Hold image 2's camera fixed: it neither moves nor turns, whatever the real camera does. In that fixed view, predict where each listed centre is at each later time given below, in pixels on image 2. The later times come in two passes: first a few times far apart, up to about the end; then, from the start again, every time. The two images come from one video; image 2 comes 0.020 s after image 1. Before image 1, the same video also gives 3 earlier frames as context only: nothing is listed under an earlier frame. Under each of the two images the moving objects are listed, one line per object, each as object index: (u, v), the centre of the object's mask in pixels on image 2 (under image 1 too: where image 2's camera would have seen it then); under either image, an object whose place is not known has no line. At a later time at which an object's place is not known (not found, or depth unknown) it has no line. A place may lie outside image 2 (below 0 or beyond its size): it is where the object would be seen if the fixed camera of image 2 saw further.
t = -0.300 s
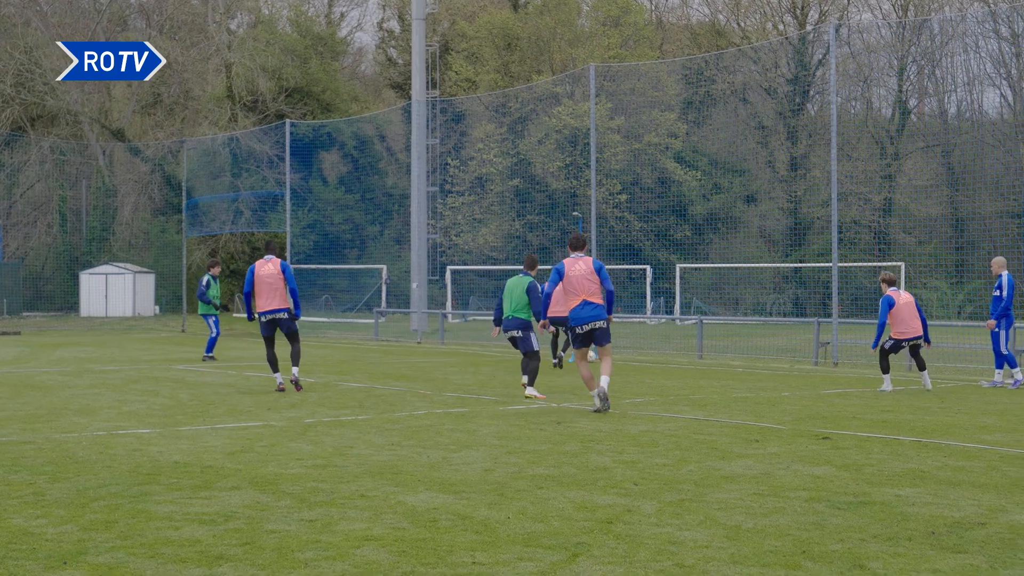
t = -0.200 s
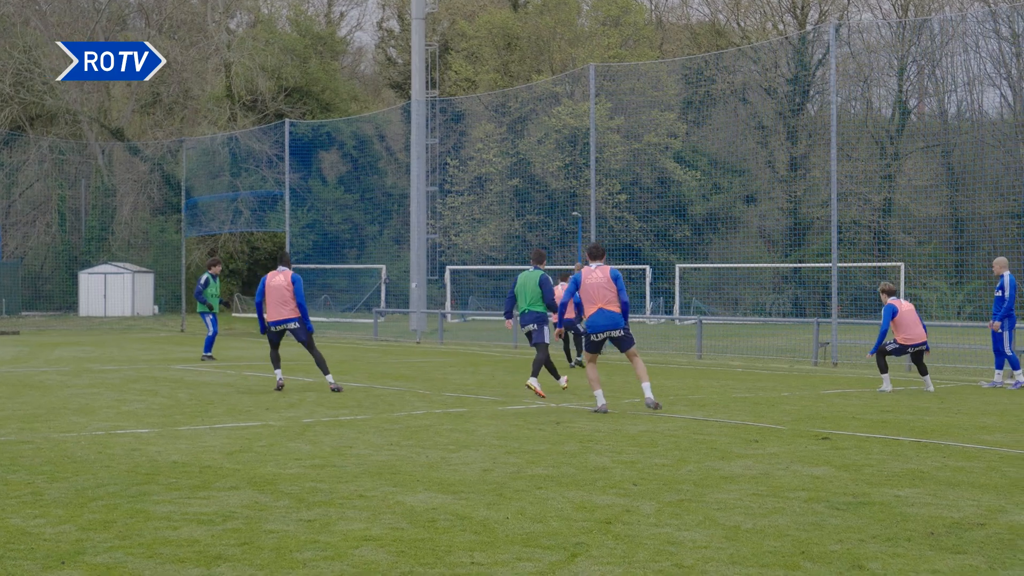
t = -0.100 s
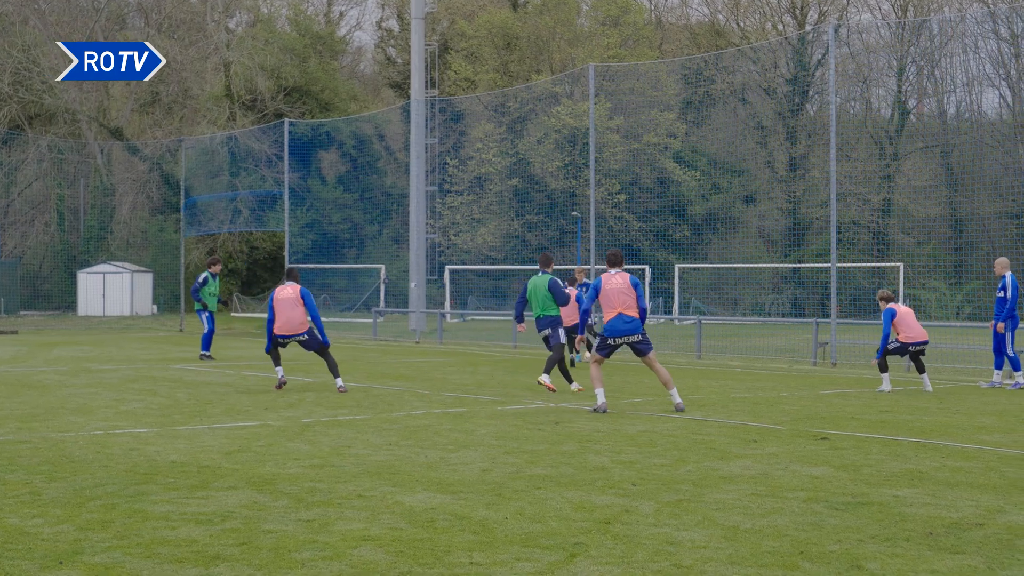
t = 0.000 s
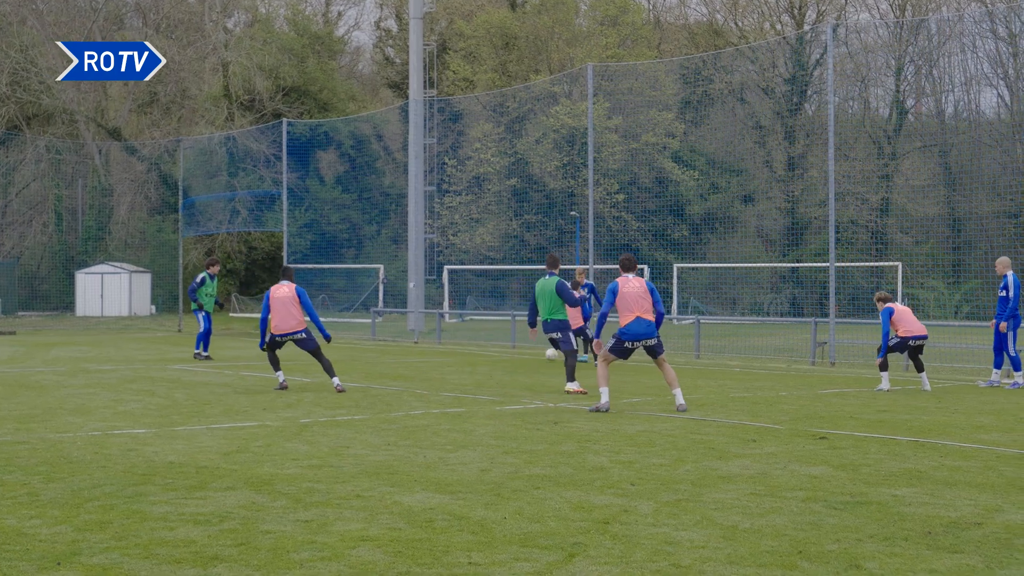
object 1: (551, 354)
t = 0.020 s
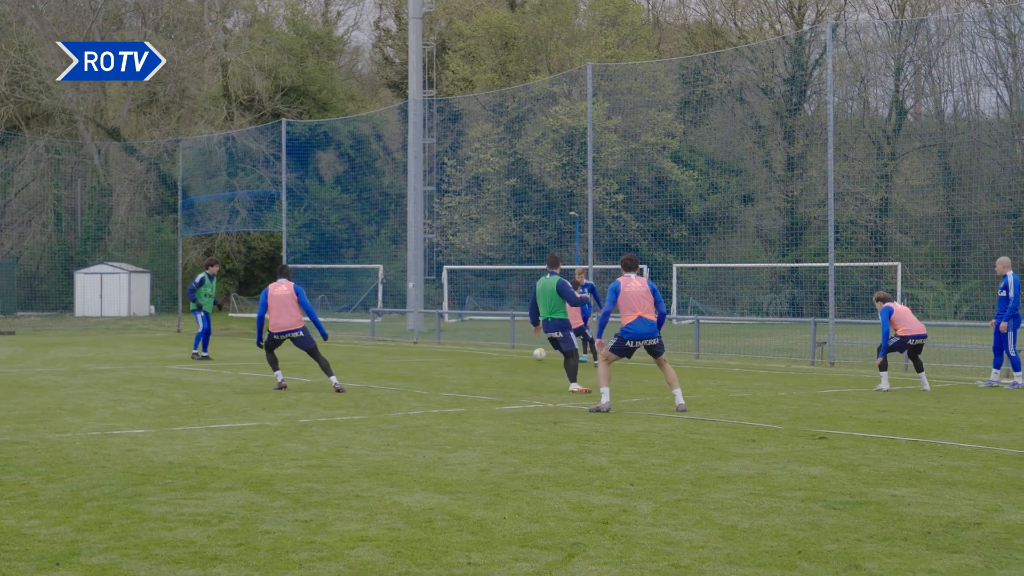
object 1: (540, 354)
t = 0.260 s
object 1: (405, 356)
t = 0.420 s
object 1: (329, 355)
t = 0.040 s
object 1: (528, 354)
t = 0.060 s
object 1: (516, 354)
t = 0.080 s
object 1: (505, 355)
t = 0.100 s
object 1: (493, 355)
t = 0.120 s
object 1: (482, 357)
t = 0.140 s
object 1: (470, 357)
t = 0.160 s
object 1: (460, 356)
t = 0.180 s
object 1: (448, 356)
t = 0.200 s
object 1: (438, 355)
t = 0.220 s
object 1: (427, 356)
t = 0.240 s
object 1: (416, 356)
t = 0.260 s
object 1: (405, 356)
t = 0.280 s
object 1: (394, 356)
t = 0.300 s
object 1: (384, 357)
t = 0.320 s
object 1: (375, 356)
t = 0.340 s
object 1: (365, 356)
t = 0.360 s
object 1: (355, 356)
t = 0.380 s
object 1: (346, 356)
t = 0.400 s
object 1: (337, 355)
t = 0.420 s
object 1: (329, 355)
